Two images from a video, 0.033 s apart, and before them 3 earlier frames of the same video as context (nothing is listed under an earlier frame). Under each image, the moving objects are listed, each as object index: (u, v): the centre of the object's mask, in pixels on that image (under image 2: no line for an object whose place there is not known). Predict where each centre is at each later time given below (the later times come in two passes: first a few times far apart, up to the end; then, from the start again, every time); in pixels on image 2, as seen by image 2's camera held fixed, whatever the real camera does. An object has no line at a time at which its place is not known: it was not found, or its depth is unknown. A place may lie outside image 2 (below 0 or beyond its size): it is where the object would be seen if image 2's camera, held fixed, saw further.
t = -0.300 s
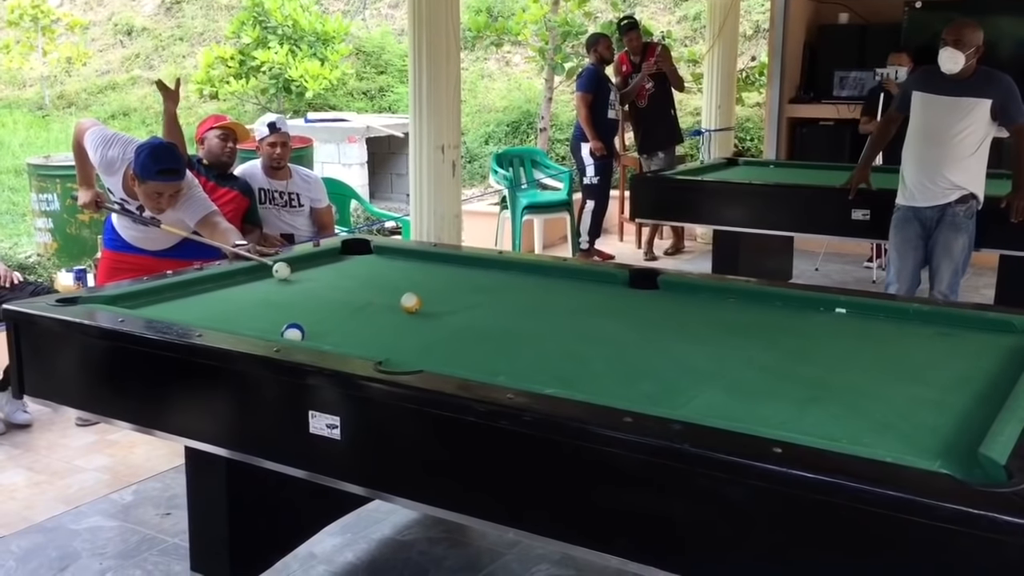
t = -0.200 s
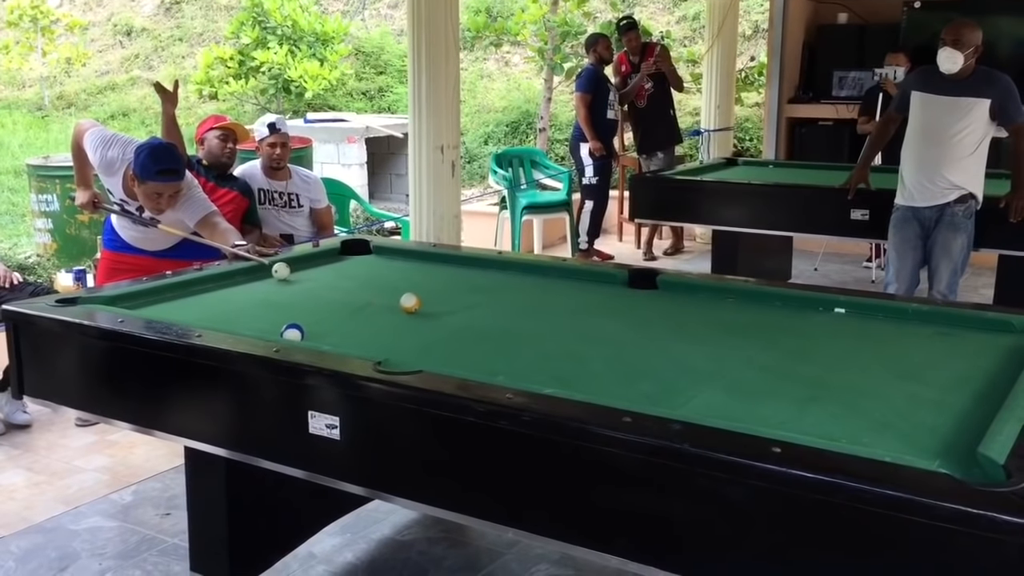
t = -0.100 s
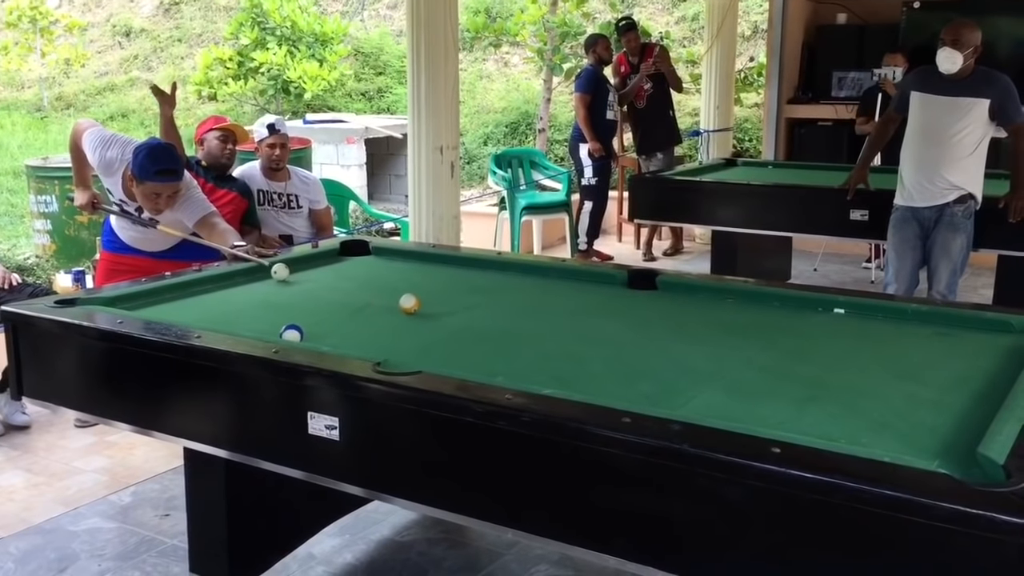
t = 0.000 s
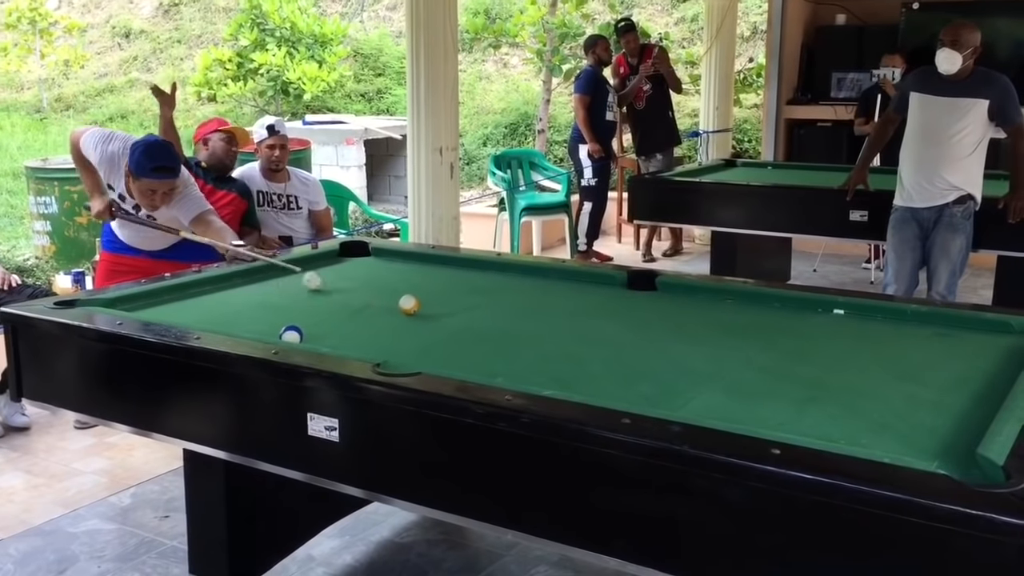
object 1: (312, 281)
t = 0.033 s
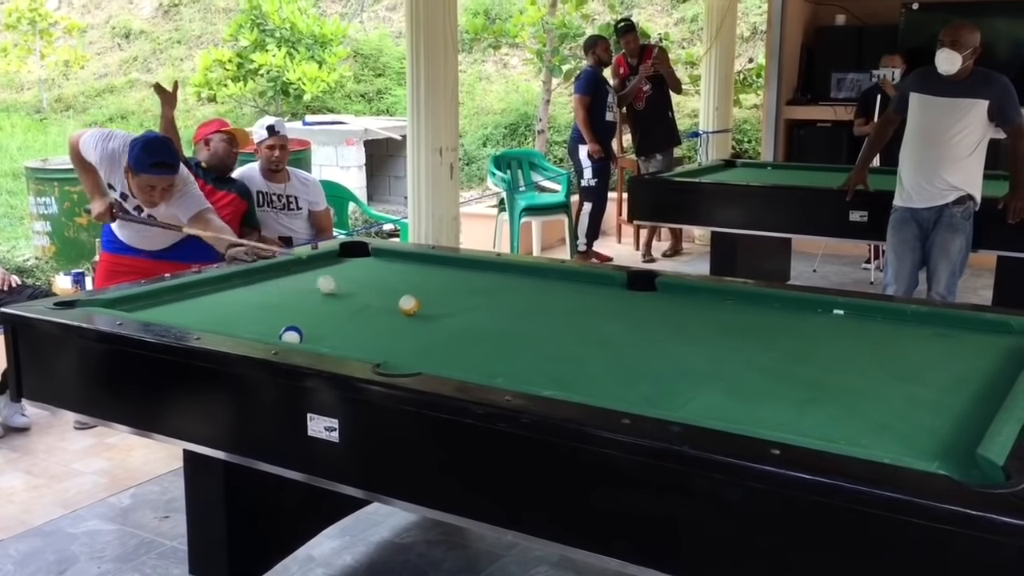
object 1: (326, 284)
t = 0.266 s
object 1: (402, 301)
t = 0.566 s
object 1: (445, 307)
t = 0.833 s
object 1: (487, 313)
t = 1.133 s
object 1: (534, 319)
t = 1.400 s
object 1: (576, 325)
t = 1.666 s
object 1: (618, 330)
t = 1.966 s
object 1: (664, 337)
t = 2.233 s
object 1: (704, 342)
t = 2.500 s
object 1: (743, 347)
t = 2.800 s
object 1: (785, 354)
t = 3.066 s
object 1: (821, 359)
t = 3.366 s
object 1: (860, 364)
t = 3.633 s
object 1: (893, 368)
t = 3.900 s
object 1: (924, 373)
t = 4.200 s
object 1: (957, 377)
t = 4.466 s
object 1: (983, 380)
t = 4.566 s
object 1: (992, 381)
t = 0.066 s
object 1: (340, 288)
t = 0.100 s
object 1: (354, 291)
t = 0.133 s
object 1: (370, 295)
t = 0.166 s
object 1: (385, 298)
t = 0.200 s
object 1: (396, 301)
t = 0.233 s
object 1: (399, 301)
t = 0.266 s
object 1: (402, 301)
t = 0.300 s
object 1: (405, 302)
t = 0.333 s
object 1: (410, 302)
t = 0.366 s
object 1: (414, 303)
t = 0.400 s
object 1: (419, 303)
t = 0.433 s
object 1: (425, 304)
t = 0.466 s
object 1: (429, 305)
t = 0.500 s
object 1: (435, 305)
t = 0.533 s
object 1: (440, 307)
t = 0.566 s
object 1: (445, 307)
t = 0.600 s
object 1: (450, 308)
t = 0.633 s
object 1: (455, 309)
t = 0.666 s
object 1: (461, 309)
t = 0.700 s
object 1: (466, 310)
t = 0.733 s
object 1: (471, 311)
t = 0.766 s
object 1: (476, 312)
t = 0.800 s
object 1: (482, 312)
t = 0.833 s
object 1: (487, 313)
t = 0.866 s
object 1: (492, 314)
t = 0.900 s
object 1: (497, 315)
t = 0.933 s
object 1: (503, 315)
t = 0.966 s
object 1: (508, 316)
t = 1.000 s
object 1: (513, 317)
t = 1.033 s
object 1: (518, 317)
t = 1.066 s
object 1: (524, 318)
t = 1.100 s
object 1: (529, 318)
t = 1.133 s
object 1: (534, 319)
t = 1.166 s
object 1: (539, 320)
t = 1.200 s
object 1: (545, 320)
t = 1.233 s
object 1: (550, 321)
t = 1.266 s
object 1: (555, 322)
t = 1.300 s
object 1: (560, 323)
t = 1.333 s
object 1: (566, 323)
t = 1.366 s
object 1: (571, 324)
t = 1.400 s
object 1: (576, 325)
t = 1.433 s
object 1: (581, 325)
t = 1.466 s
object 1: (587, 326)
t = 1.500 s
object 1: (592, 327)
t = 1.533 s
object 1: (597, 328)
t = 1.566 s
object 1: (602, 328)
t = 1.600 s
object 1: (607, 329)
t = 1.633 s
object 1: (613, 330)
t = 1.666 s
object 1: (618, 330)
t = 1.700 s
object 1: (623, 332)
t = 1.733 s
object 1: (628, 332)
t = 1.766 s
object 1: (633, 333)
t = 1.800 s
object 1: (639, 333)
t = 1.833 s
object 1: (644, 334)
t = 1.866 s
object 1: (649, 335)
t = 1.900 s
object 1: (654, 335)
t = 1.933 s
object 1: (659, 336)
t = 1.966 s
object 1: (664, 337)
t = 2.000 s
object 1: (669, 338)
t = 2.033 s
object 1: (674, 338)
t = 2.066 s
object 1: (679, 339)
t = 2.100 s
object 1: (684, 339)
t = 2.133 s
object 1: (690, 340)
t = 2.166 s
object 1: (695, 341)
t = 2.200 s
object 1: (699, 342)
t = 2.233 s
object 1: (704, 342)
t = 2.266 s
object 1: (709, 343)
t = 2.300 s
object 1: (714, 344)
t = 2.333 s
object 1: (719, 344)
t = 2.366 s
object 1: (724, 345)
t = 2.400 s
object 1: (729, 346)
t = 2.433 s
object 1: (734, 346)
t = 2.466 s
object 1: (738, 347)
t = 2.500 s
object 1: (743, 347)
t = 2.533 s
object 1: (748, 348)
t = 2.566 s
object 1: (753, 349)
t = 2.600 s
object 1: (757, 350)
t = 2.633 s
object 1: (762, 350)
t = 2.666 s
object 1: (767, 351)
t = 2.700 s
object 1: (771, 352)
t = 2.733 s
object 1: (776, 352)
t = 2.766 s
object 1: (781, 353)
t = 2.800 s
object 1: (785, 354)
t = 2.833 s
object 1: (790, 354)
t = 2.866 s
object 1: (794, 355)
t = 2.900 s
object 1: (799, 356)
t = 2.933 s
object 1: (803, 356)
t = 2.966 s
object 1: (808, 357)
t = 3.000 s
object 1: (812, 357)
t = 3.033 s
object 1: (817, 358)
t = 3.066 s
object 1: (821, 359)
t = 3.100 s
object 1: (826, 359)
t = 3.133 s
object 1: (830, 360)
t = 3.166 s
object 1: (834, 361)
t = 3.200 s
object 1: (839, 361)
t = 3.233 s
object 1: (843, 362)
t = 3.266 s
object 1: (848, 362)
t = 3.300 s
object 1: (852, 363)
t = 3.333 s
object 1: (856, 364)
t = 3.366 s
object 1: (860, 364)
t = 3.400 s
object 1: (864, 365)
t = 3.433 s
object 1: (869, 365)
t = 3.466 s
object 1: (873, 366)
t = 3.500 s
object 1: (877, 366)
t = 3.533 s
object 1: (881, 367)
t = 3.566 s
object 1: (885, 367)
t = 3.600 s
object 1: (889, 368)
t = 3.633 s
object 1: (893, 368)
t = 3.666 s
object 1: (897, 369)
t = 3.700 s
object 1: (901, 370)
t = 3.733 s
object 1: (905, 370)
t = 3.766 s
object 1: (909, 371)
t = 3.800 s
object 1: (913, 371)
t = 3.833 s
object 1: (916, 372)
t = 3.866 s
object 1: (921, 372)
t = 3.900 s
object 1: (924, 373)
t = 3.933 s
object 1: (928, 373)
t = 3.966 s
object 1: (932, 374)
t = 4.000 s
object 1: (936, 374)
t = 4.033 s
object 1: (939, 375)
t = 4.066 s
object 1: (943, 375)
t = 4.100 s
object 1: (946, 376)
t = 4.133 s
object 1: (950, 376)
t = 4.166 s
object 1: (954, 377)
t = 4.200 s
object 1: (957, 377)
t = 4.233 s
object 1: (960, 378)
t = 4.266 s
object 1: (963, 378)
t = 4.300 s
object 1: (967, 378)
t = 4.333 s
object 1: (971, 379)
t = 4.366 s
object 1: (973, 379)
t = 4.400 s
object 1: (977, 380)
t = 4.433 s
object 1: (980, 380)
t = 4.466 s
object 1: (983, 380)
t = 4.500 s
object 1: (987, 380)
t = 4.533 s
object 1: (989, 381)
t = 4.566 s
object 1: (992, 381)
